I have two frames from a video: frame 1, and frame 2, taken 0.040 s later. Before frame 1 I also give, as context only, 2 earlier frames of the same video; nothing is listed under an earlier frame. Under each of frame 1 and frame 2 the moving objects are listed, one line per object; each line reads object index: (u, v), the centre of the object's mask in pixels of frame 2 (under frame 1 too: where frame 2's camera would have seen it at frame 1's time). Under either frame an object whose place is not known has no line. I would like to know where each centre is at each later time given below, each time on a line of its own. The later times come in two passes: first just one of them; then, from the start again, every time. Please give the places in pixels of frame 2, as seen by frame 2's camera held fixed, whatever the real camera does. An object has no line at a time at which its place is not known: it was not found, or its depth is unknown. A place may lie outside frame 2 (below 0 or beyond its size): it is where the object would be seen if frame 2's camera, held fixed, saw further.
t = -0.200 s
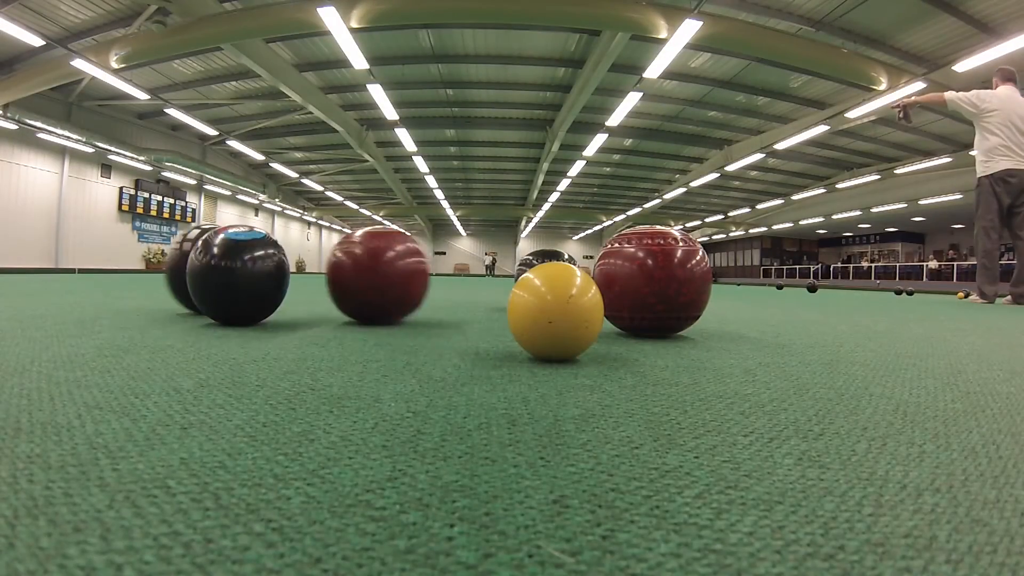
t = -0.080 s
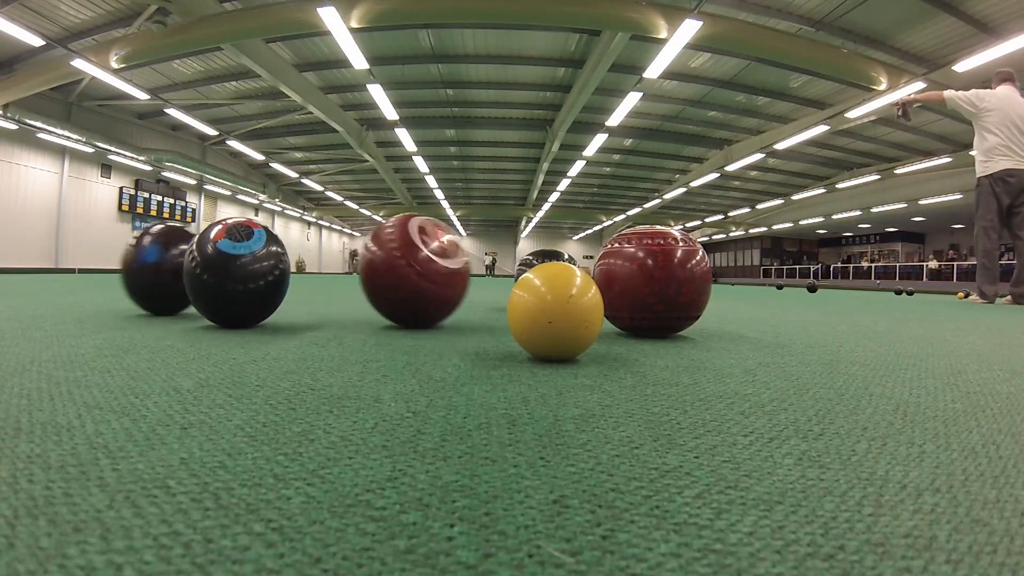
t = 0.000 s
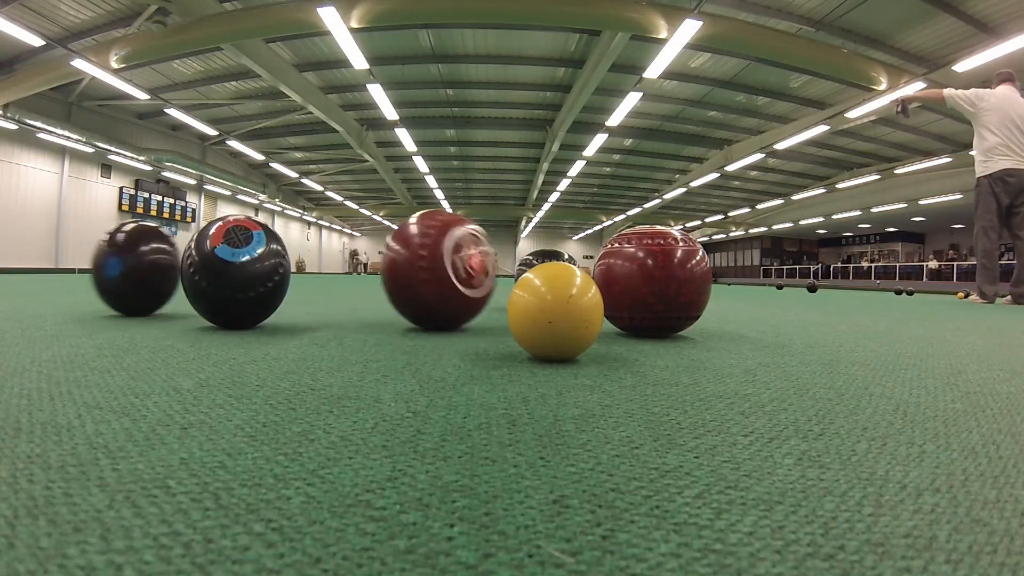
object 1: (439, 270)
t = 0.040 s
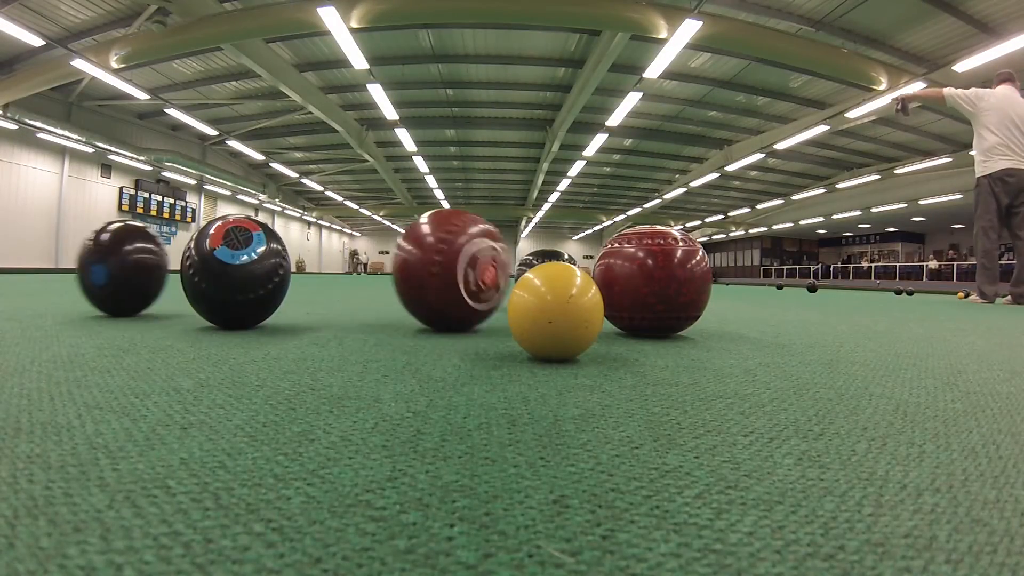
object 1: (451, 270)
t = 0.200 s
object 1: (493, 265)
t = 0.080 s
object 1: (462, 269)
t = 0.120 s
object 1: (472, 268)
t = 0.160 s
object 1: (482, 267)
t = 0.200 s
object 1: (493, 265)
